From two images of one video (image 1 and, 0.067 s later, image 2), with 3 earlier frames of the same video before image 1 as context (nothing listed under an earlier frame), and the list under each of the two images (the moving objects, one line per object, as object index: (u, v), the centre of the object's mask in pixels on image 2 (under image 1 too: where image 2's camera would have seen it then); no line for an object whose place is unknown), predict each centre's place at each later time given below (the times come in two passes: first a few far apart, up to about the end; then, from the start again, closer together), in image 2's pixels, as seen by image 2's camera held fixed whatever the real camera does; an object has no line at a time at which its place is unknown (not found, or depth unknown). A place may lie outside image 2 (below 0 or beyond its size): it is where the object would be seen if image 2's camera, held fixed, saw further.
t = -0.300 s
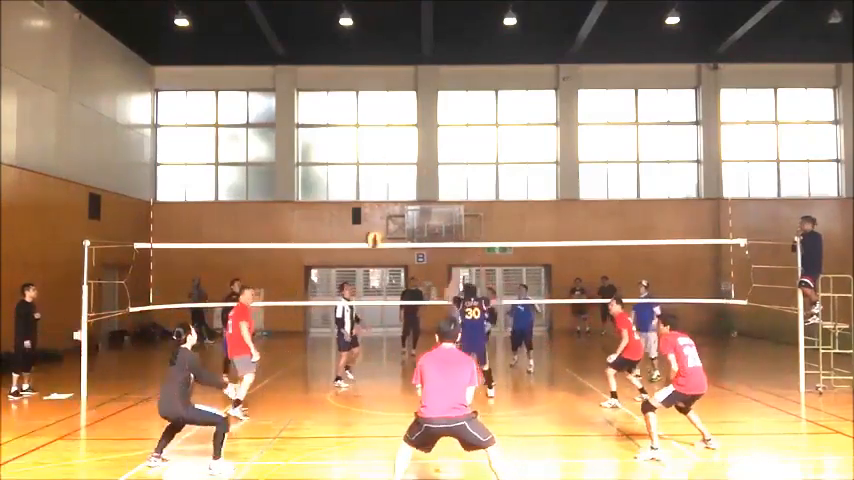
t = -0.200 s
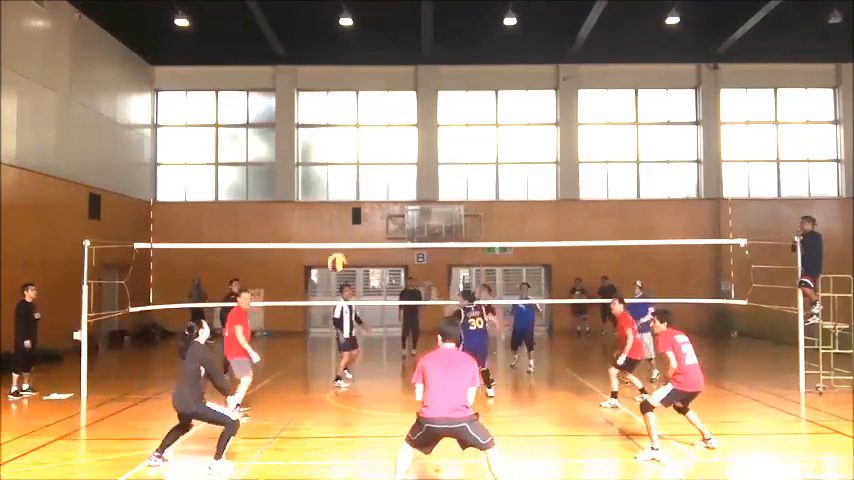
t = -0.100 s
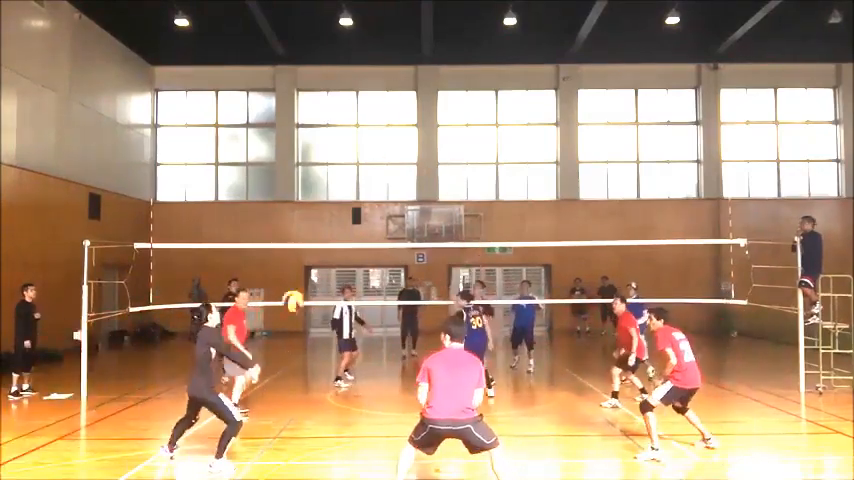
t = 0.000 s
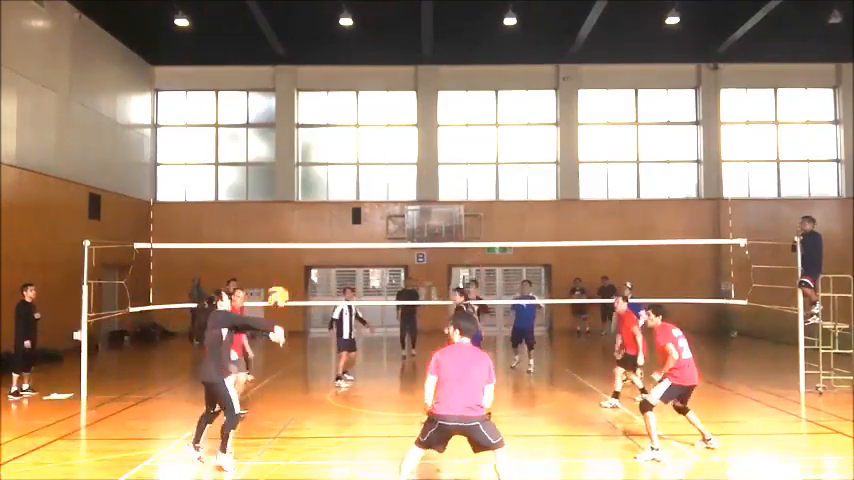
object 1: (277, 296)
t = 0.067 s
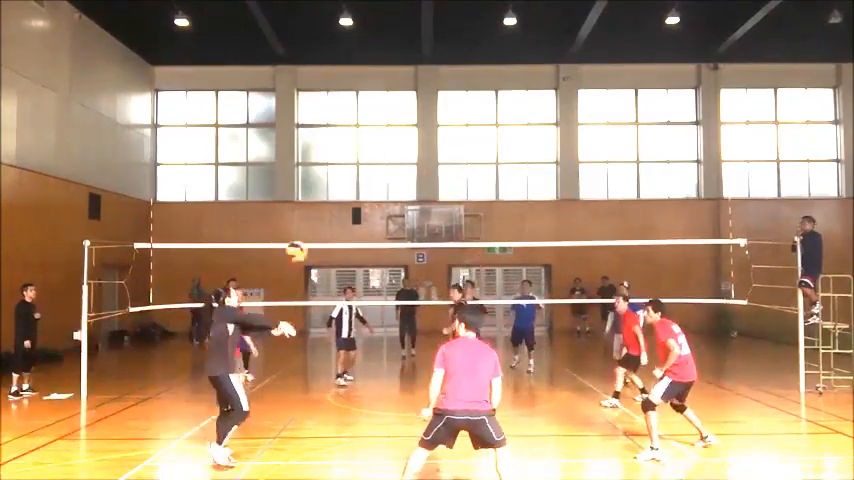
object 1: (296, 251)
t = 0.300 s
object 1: (355, 142)
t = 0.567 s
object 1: (410, 90)
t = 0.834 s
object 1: (457, 98)
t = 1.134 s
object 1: (501, 167)
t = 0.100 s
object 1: (305, 231)
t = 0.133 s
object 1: (314, 213)
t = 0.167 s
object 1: (322, 194)
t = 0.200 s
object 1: (330, 181)
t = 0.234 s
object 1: (338, 166)
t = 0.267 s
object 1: (347, 154)
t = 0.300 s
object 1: (355, 142)
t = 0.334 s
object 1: (362, 132)
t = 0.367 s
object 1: (369, 123)
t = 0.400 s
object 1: (376, 115)
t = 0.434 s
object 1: (383, 107)
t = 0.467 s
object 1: (390, 100)
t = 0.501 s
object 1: (396, 96)
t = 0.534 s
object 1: (403, 93)
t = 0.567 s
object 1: (410, 90)
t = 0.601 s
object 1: (417, 88)
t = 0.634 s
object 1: (423, 88)
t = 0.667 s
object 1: (428, 87)
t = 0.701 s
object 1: (434, 88)
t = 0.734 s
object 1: (439, 89)
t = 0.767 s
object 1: (446, 92)
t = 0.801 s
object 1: (451, 95)
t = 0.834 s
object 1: (457, 98)
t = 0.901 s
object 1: (467, 109)
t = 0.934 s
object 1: (472, 117)
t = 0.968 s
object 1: (478, 122)
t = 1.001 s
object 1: (482, 130)
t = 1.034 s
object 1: (488, 138)
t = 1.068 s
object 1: (491, 147)
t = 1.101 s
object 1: (496, 157)
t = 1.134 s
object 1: (501, 167)
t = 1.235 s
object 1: (515, 201)
